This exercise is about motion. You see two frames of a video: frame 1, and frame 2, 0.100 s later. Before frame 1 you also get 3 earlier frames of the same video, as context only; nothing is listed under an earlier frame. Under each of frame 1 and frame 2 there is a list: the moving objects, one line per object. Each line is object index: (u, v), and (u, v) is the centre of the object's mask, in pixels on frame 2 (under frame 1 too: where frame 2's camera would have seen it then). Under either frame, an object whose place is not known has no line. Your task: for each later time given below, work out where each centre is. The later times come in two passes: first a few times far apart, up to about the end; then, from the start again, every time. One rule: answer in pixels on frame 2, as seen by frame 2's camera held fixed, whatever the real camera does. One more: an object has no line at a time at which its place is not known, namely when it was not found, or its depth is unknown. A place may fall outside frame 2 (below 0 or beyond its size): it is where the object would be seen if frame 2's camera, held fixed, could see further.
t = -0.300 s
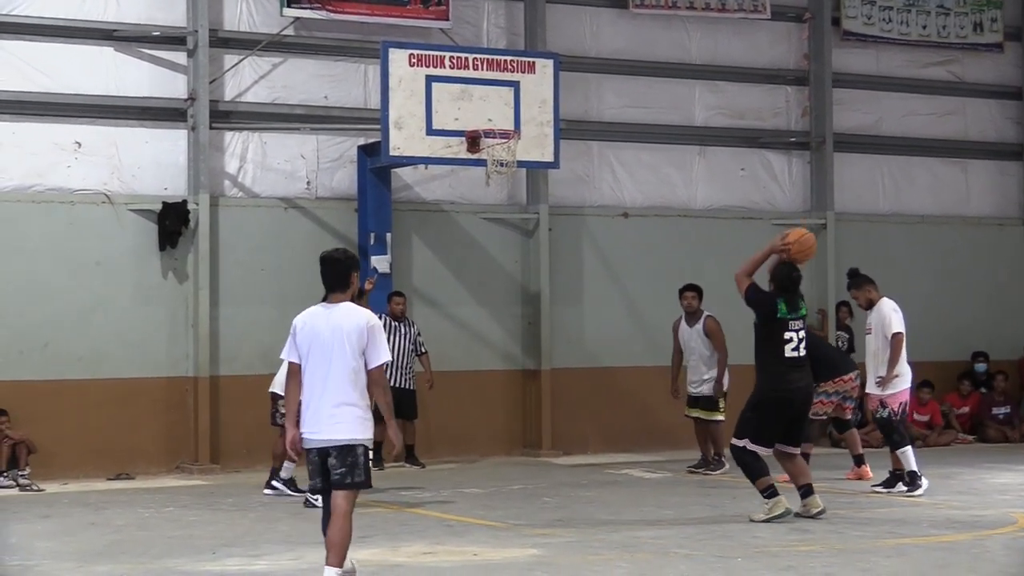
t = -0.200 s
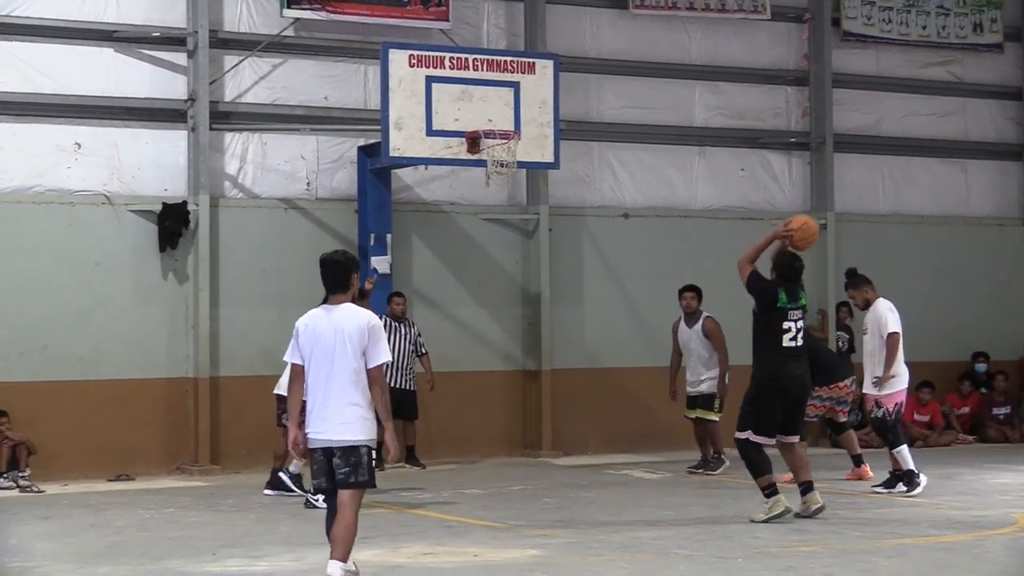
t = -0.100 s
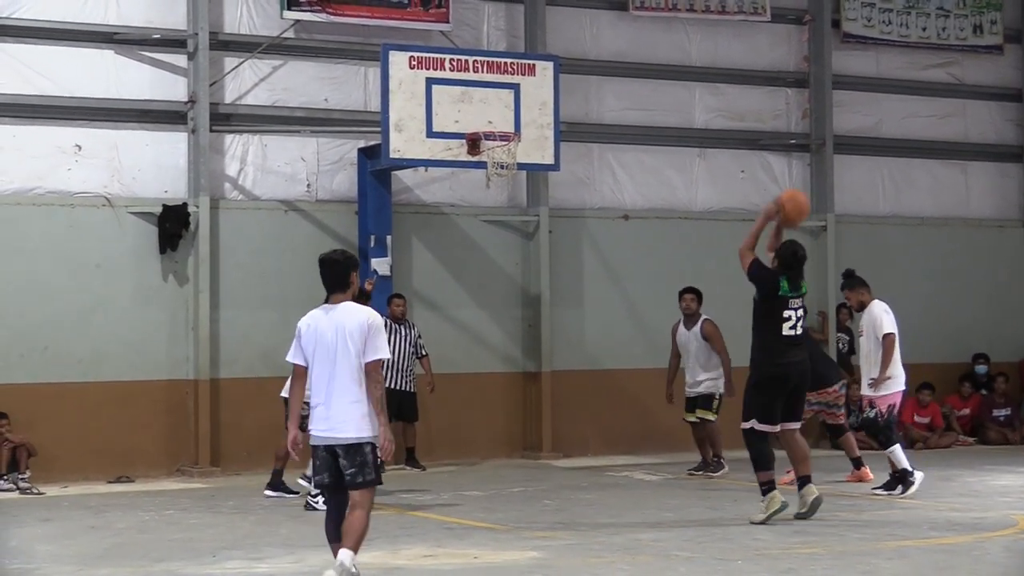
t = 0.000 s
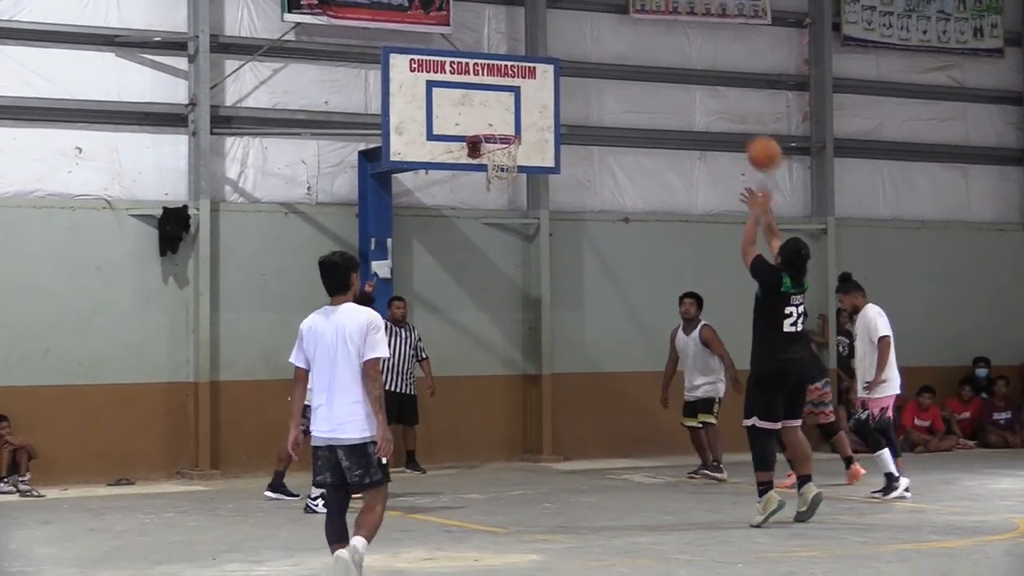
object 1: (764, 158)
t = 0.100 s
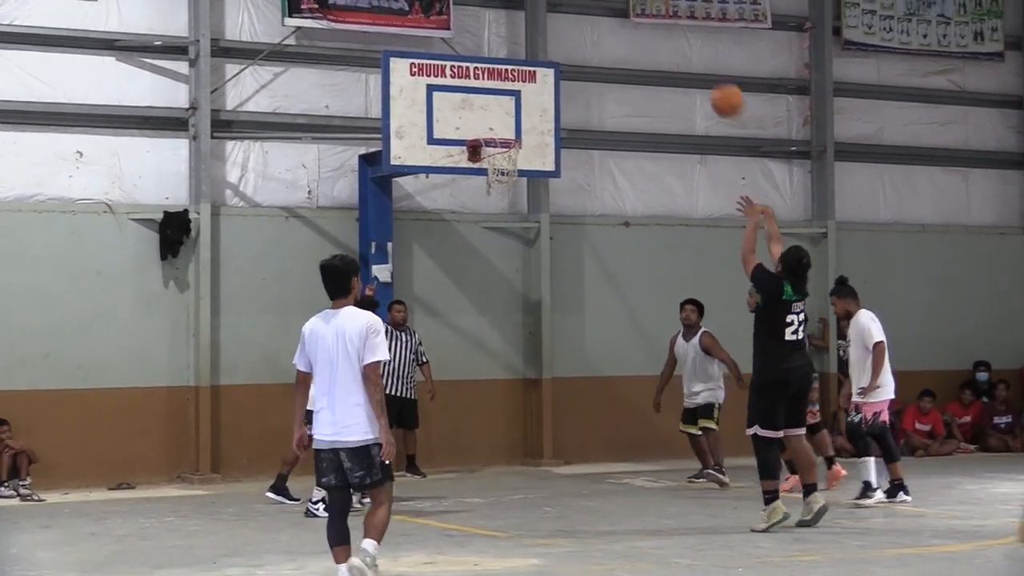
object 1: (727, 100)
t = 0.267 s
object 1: (670, 41)
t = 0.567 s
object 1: (580, 27)
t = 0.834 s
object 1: (513, 99)
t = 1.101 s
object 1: (482, 120)
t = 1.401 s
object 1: (512, 104)
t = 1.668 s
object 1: (550, 150)
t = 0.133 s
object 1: (717, 85)
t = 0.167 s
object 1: (705, 72)
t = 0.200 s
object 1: (693, 60)
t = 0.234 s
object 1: (681, 49)
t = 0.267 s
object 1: (670, 41)
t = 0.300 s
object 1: (659, 34)
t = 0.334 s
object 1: (649, 28)
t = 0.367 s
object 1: (638, 23)
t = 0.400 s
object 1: (628, 21)
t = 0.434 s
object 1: (618, 19)
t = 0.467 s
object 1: (609, 19)
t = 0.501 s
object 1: (599, 20)
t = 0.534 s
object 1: (589, 23)
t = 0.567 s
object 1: (580, 27)
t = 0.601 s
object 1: (572, 33)
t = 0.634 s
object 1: (563, 38)
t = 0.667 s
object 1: (554, 45)
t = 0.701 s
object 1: (546, 53)
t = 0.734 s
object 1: (537, 63)
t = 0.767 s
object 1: (529, 74)
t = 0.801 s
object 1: (521, 86)
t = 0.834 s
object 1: (513, 99)
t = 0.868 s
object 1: (505, 113)
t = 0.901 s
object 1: (497, 126)
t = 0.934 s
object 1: (494, 126)
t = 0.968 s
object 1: (490, 126)
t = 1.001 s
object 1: (486, 127)
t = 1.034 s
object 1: (483, 129)
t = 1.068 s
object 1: (482, 126)
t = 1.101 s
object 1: (482, 120)
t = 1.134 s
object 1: (485, 114)
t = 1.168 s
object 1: (489, 108)
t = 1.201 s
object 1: (492, 104)
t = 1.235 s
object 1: (495, 101)
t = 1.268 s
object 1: (499, 99)
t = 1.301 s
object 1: (502, 99)
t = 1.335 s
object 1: (505, 100)
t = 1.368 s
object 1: (509, 101)
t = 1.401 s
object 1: (512, 104)
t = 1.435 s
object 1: (516, 108)
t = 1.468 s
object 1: (520, 114)
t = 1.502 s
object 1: (523, 120)
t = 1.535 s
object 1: (527, 129)
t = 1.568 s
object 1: (532, 133)
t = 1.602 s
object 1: (537, 138)
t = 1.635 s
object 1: (543, 143)
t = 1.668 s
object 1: (550, 150)
